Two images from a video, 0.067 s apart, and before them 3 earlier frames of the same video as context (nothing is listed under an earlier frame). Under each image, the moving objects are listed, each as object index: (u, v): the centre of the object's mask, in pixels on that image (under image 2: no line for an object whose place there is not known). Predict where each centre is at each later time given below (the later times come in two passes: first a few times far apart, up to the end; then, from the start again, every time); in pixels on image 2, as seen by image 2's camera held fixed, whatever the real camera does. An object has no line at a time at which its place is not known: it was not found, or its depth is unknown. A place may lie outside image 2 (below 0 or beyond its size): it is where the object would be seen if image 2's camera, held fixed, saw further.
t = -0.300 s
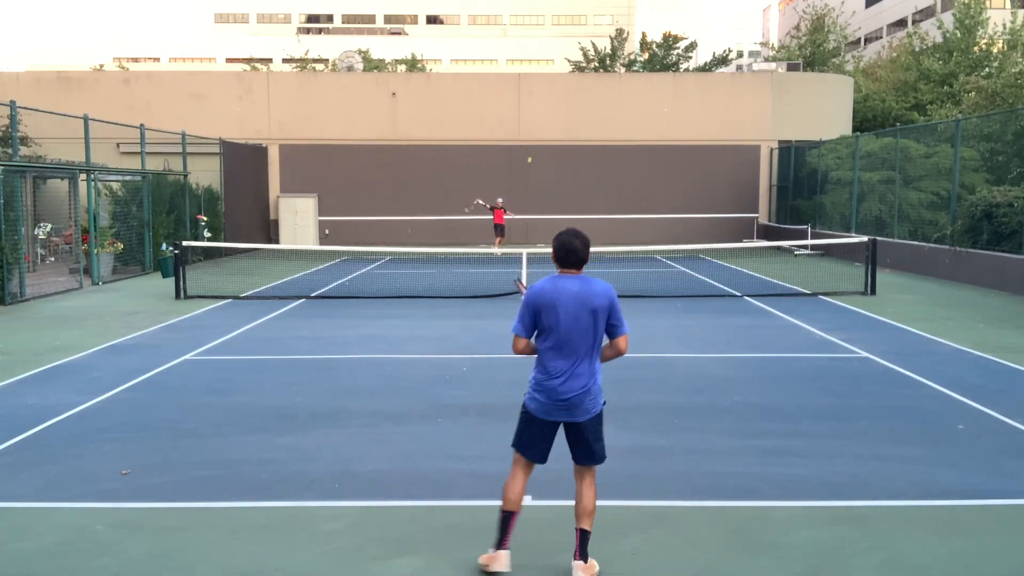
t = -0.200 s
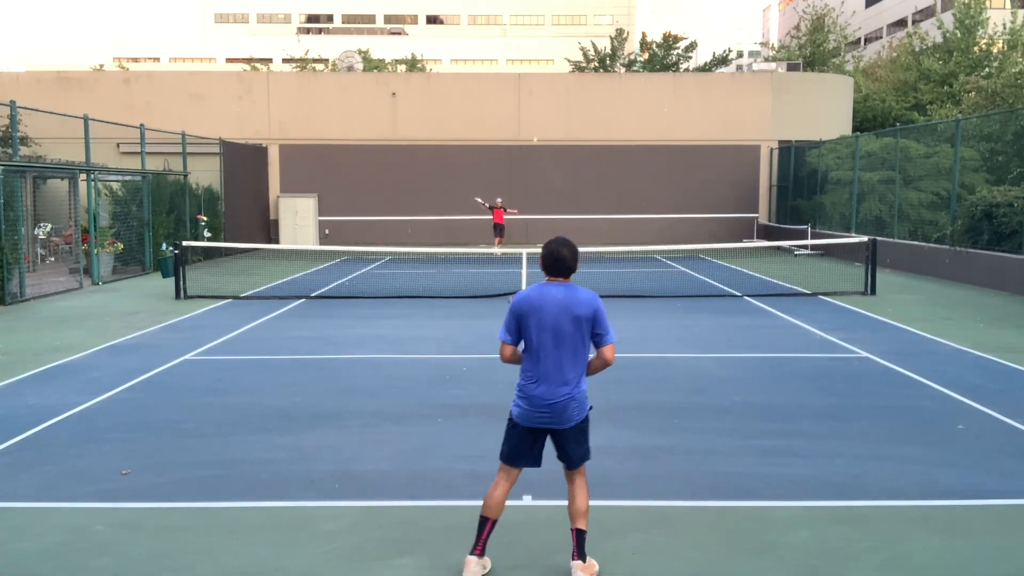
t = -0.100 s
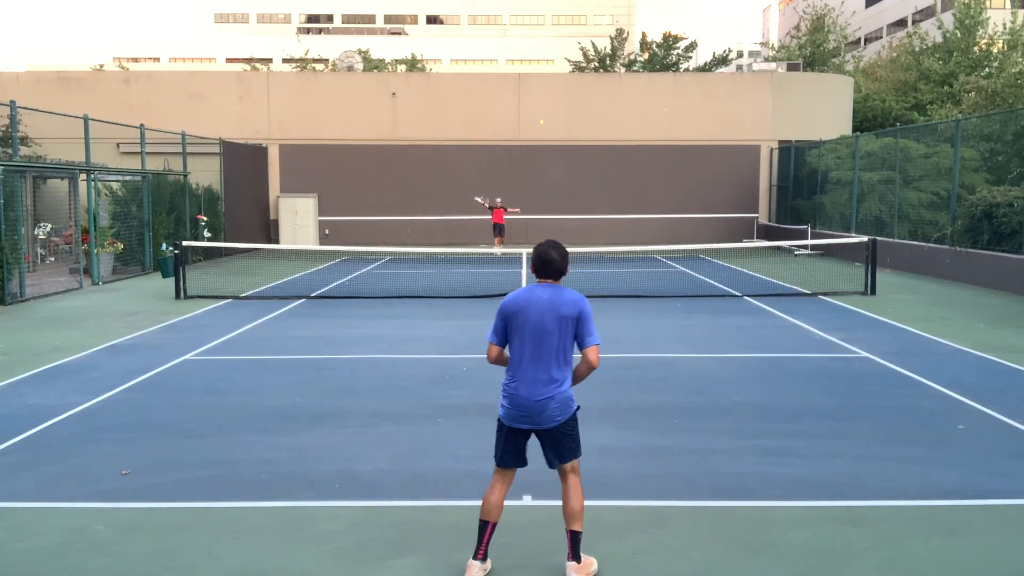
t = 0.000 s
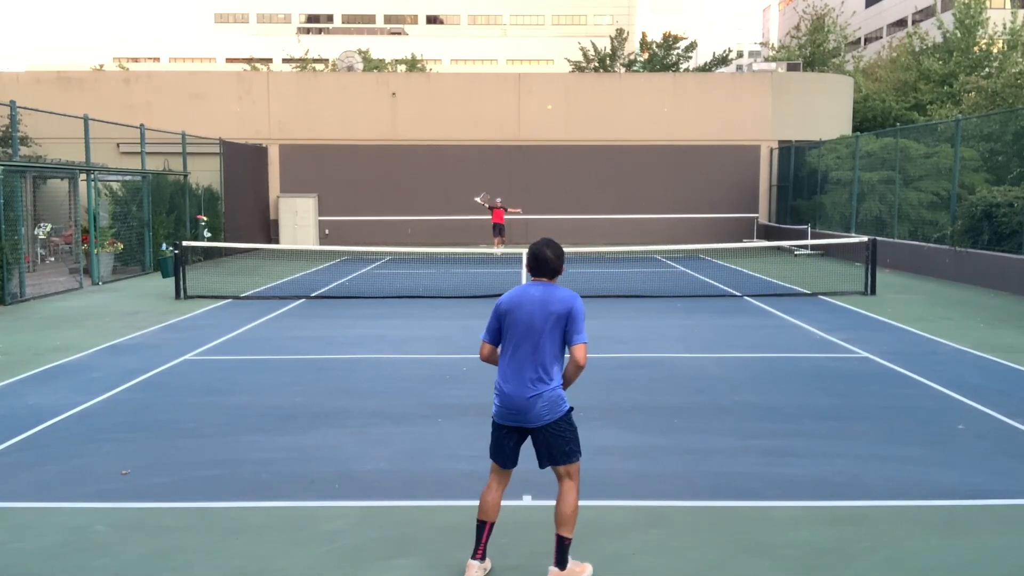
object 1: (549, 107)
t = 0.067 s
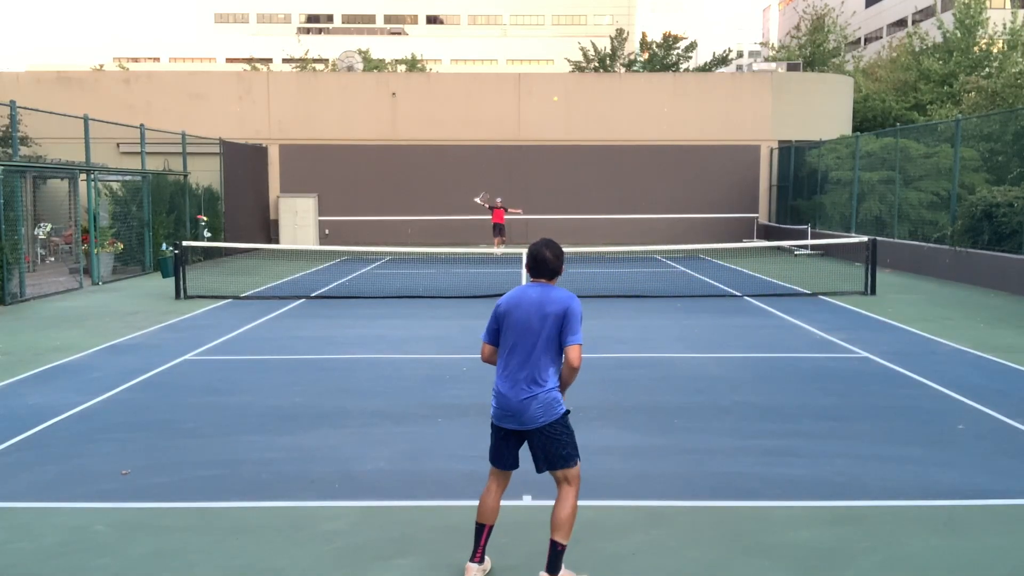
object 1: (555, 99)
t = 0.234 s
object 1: (574, 86)
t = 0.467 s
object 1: (613, 97)
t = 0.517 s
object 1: (625, 106)
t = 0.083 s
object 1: (557, 97)
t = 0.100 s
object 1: (558, 95)
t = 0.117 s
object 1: (560, 94)
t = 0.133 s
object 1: (562, 92)
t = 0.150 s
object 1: (564, 91)
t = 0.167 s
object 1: (566, 90)
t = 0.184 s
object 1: (568, 89)
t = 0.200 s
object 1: (570, 88)
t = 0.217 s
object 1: (572, 87)
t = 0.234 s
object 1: (574, 86)
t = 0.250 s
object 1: (576, 86)
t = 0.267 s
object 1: (579, 85)
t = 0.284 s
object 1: (581, 85)
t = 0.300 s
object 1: (583, 85)
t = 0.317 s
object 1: (586, 85)
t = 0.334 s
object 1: (589, 86)
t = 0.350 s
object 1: (591, 86)
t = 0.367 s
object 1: (594, 87)
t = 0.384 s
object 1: (597, 88)
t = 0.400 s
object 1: (600, 89)
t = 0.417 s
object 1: (603, 91)
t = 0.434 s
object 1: (607, 93)
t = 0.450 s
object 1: (610, 95)
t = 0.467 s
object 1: (613, 97)
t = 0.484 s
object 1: (617, 100)
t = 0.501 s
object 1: (621, 103)
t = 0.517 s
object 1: (625, 106)
